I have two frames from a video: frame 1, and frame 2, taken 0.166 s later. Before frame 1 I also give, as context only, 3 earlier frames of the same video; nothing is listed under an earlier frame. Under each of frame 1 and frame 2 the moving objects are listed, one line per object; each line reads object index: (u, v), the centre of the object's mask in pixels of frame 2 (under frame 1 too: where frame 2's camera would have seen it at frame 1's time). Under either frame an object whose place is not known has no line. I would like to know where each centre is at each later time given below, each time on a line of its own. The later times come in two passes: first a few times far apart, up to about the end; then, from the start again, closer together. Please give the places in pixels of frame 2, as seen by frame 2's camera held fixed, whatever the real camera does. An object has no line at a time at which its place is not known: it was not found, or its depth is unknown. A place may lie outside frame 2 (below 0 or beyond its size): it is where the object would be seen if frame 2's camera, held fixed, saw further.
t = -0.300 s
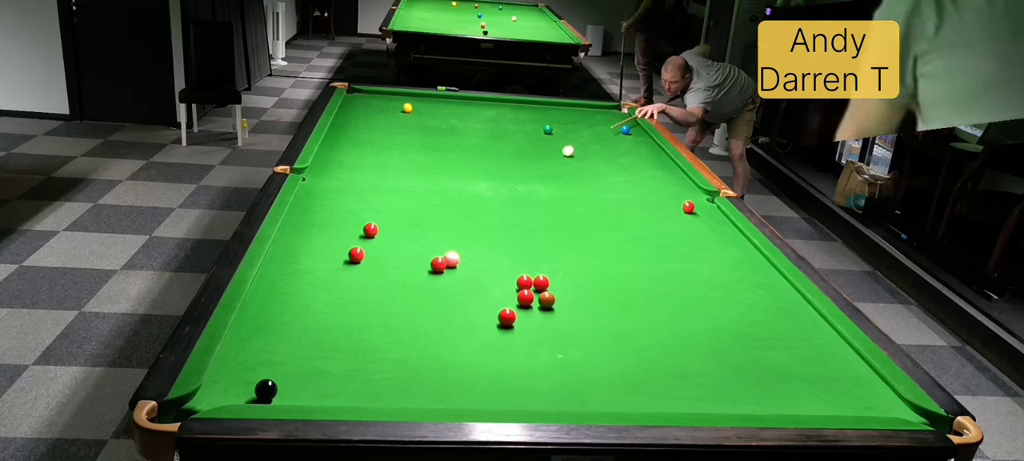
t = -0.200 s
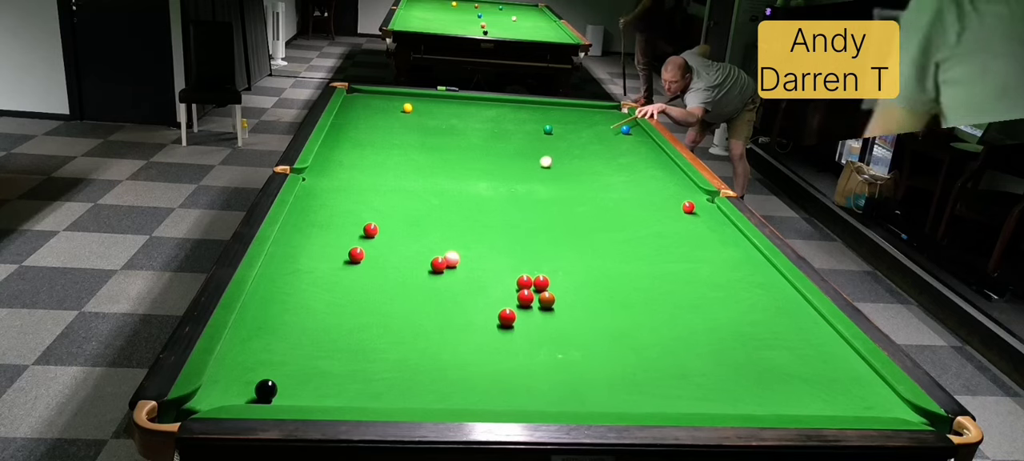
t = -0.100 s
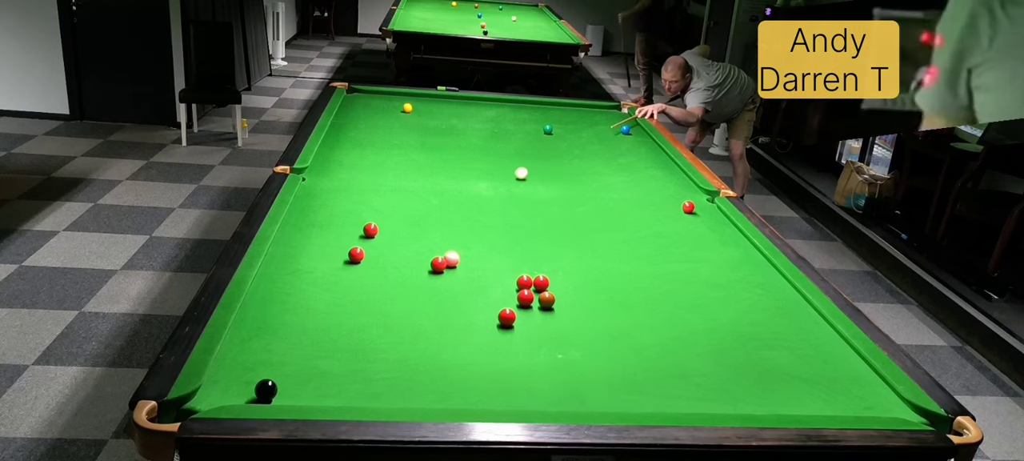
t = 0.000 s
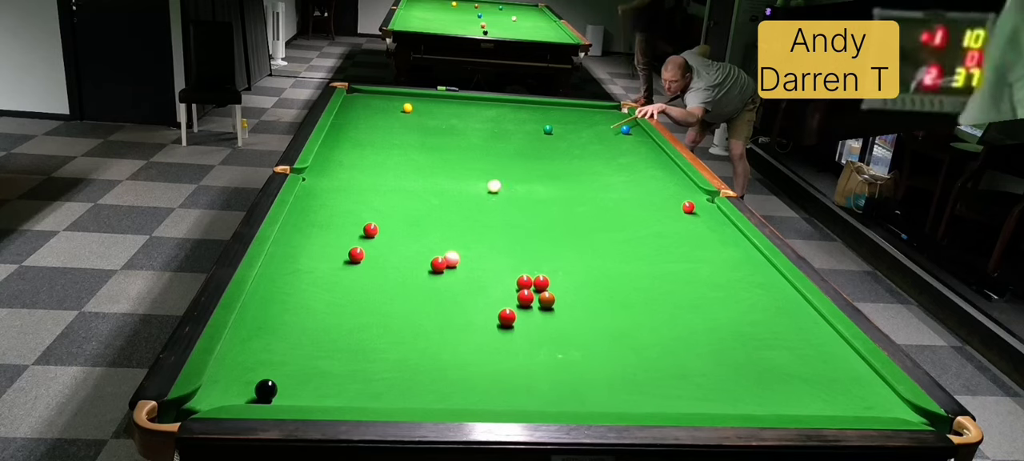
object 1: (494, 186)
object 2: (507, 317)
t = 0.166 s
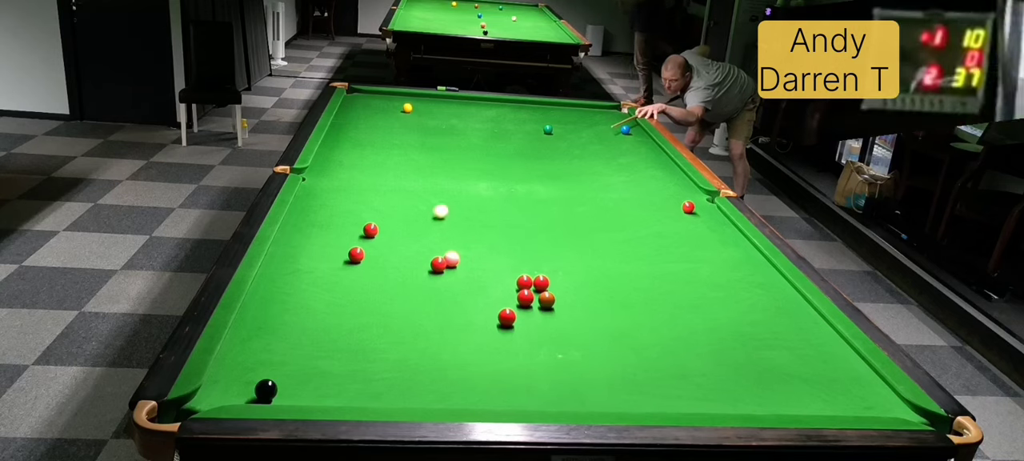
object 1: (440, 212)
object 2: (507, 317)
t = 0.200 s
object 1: (428, 218)
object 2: (507, 317)
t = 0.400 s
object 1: (353, 248)
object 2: (507, 317)
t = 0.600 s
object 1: (305, 249)
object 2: (507, 317)
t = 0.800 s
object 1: (293, 257)
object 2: (507, 317)
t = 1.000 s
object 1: (323, 265)
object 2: (507, 317)
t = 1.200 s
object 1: (353, 273)
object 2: (507, 317)
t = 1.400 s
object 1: (383, 280)
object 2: (507, 317)
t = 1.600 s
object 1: (413, 288)
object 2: (507, 317)
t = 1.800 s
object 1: (442, 296)
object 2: (507, 317)
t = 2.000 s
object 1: (471, 303)
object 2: (507, 317)
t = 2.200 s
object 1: (497, 308)
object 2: (507, 317)
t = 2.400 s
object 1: (516, 308)
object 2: (516, 323)
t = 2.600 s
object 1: (532, 308)
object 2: (524, 330)
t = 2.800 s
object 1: (547, 308)
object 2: (531, 336)
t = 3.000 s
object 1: (561, 308)
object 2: (538, 341)
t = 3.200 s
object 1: (573, 308)
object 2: (544, 345)
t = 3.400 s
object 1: (584, 309)
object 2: (549, 349)
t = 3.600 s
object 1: (593, 309)
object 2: (553, 353)
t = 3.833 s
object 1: (602, 309)
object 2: (557, 355)
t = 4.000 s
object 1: (609, 309)
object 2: (559, 357)
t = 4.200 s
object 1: (615, 309)
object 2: (562, 358)
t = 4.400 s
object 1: (621, 309)
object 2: (563, 360)
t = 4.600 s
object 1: (625, 309)
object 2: (564, 360)
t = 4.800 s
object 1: (628, 309)
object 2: (564, 360)
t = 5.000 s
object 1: (630, 309)
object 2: (564, 360)
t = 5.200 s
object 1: (631, 309)
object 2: (563, 360)
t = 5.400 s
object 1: (632, 309)
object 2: (564, 360)
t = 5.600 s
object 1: (632, 309)
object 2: (564, 360)
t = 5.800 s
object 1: (632, 309)
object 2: (564, 360)
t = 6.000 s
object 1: (632, 309)
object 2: (564, 360)
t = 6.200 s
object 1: (632, 309)
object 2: (564, 360)
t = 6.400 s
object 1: (632, 309)
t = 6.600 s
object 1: (632, 309)
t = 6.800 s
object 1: (632, 309)
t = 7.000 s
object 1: (632, 309)
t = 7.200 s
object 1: (632, 309)
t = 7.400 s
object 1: (632, 309)
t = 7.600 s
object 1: (632, 309)
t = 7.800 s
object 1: (632, 308)
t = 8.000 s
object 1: (632, 308)
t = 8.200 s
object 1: (632, 308)
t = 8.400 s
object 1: (632, 308)
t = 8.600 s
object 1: (632, 308)
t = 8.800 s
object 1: (632, 308)
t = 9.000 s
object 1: (632, 308)
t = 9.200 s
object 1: (632, 308)
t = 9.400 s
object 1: (632, 309)
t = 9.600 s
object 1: (632, 308)
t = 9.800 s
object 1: (632, 308)
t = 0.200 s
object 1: (428, 218)
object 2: (507, 317)
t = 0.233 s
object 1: (416, 224)
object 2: (507, 317)
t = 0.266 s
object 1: (402, 230)
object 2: (507, 317)
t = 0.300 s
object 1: (388, 237)
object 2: (507, 317)
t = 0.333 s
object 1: (374, 243)
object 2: (507, 317)
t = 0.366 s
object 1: (361, 247)
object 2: (507, 317)
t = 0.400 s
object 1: (353, 248)
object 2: (507, 317)
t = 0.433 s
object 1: (346, 248)
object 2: (507, 317)
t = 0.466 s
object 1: (338, 248)
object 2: (507, 317)
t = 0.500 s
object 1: (330, 247)
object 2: (507, 317)
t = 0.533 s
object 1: (322, 248)
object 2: (507, 317)
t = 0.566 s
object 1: (314, 248)
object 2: (507, 317)
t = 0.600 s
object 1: (305, 249)
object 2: (507, 317)
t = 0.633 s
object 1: (296, 250)
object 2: (507, 317)
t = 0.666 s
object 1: (287, 252)
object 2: (507, 317)
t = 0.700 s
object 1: (277, 253)
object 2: (507, 317)
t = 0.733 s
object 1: (281, 254)
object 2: (507, 317)
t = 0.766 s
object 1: (287, 256)
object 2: (507, 317)
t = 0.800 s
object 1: (293, 257)
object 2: (507, 317)
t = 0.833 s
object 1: (298, 258)
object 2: (507, 317)
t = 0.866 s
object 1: (303, 259)
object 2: (507, 317)
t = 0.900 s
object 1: (308, 260)
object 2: (507, 317)
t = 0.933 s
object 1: (313, 262)
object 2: (507, 317)
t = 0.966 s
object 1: (318, 263)
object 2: (507, 317)
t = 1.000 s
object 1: (323, 265)
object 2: (507, 317)
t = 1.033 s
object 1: (328, 266)
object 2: (507, 317)
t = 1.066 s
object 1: (333, 267)
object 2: (507, 317)
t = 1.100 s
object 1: (338, 269)
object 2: (507, 317)
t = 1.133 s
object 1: (343, 270)
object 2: (507, 317)
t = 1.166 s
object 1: (348, 271)
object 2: (507, 317)
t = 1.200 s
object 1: (353, 273)
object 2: (507, 317)
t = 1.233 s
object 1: (358, 274)
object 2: (507, 317)
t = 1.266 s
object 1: (363, 275)
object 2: (507, 317)
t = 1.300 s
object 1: (368, 276)
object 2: (507, 317)
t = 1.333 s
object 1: (373, 278)
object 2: (507, 317)
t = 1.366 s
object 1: (378, 279)
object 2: (507, 317)
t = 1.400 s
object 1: (383, 280)
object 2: (507, 317)
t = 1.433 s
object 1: (388, 281)
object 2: (507, 317)
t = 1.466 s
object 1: (393, 283)
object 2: (507, 317)
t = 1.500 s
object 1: (398, 284)
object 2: (507, 317)
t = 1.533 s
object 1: (403, 285)
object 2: (507, 317)
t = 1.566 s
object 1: (408, 286)
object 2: (507, 317)
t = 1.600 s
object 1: (413, 288)
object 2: (507, 317)
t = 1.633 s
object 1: (417, 289)
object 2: (507, 317)
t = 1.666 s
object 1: (422, 290)
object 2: (507, 317)
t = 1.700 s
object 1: (427, 292)
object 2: (507, 317)
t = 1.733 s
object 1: (432, 293)
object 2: (507, 317)
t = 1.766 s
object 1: (437, 294)
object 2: (507, 317)
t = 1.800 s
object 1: (442, 296)
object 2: (507, 317)
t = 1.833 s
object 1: (447, 297)
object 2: (507, 317)
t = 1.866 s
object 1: (452, 298)
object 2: (507, 317)
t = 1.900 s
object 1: (457, 299)
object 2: (507, 317)
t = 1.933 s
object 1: (461, 300)
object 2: (507, 317)
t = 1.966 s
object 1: (466, 302)
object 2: (507, 317)
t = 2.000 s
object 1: (471, 303)
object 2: (507, 317)
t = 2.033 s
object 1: (476, 304)
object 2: (507, 317)
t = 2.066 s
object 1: (480, 305)
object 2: (507, 317)
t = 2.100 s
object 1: (485, 307)
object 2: (507, 317)
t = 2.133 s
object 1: (490, 308)
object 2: (507, 317)
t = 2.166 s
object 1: (494, 308)
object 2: (507, 317)
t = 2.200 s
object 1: (497, 308)
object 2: (507, 317)
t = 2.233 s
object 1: (500, 308)
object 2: (509, 318)
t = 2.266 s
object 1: (503, 308)
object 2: (511, 320)
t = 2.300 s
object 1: (507, 308)
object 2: (512, 321)
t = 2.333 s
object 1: (509, 308)
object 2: (514, 322)
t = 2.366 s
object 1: (512, 307)
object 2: (515, 322)
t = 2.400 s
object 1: (516, 308)
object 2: (516, 323)
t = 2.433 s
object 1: (519, 308)
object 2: (518, 325)
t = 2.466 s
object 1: (521, 308)
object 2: (519, 326)
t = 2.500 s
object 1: (524, 308)
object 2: (521, 327)
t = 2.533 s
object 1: (527, 308)
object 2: (522, 328)
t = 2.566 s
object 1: (529, 308)
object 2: (523, 329)
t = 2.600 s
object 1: (532, 308)
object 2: (524, 330)
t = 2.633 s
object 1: (535, 308)
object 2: (526, 331)
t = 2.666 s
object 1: (537, 308)
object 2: (527, 332)
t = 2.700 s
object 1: (540, 308)
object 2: (528, 333)
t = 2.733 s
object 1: (542, 307)
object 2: (529, 334)
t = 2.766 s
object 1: (545, 308)
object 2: (530, 335)
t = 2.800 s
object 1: (547, 308)
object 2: (531, 336)
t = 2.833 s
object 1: (549, 308)
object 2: (533, 336)
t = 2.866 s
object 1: (552, 308)
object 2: (534, 337)
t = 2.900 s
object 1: (554, 308)
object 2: (535, 338)
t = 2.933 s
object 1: (556, 308)
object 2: (536, 339)
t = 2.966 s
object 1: (558, 308)
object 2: (537, 340)
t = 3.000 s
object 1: (561, 308)
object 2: (538, 341)
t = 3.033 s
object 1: (562, 308)
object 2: (539, 341)
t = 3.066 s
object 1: (565, 308)
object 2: (540, 342)
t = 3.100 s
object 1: (567, 308)
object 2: (541, 343)
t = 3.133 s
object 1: (569, 308)
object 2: (542, 344)
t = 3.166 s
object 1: (571, 308)
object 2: (543, 344)
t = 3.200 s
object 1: (573, 308)
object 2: (544, 345)
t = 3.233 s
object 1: (574, 309)
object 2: (545, 346)
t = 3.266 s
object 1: (576, 309)
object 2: (546, 347)
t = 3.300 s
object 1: (578, 309)
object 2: (547, 347)
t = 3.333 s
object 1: (580, 309)
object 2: (548, 348)
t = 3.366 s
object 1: (582, 309)
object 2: (549, 348)
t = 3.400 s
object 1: (584, 309)
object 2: (549, 349)
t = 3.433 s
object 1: (585, 309)
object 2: (550, 349)
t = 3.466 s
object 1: (587, 309)
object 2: (551, 350)
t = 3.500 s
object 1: (589, 309)
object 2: (552, 351)
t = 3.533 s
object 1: (591, 309)
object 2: (552, 352)
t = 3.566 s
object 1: (592, 309)
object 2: (553, 352)
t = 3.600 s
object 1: (593, 309)
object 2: (553, 353)
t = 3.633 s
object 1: (595, 309)
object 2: (554, 353)
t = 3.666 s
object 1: (597, 309)
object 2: (555, 354)
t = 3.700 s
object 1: (598, 309)
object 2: (555, 354)
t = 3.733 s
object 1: (600, 309)
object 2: (556, 355)
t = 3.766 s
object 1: (601, 309)
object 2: (556, 355)
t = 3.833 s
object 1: (602, 309)
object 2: (557, 355)
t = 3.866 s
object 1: (604, 309)
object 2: (557, 356)
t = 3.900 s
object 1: (605, 309)
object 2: (558, 356)
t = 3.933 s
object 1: (606, 309)
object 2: (558, 356)
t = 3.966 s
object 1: (608, 309)
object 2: (559, 357)
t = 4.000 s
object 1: (609, 309)
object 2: (559, 357)
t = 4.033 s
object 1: (610, 309)
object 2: (560, 357)
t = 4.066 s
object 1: (611, 309)
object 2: (560, 358)
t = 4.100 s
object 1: (612, 309)
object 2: (560, 358)
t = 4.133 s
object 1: (613, 309)
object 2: (561, 358)
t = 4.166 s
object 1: (614, 309)
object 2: (561, 358)
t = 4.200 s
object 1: (615, 309)
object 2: (562, 358)
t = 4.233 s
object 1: (616, 309)
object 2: (562, 359)
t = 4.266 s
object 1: (617, 309)
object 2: (562, 359)
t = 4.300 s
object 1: (618, 309)
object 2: (562, 359)
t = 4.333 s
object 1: (619, 309)
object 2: (563, 359)
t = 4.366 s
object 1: (620, 309)
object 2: (563, 359)
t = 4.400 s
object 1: (621, 309)
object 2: (563, 360)
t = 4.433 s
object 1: (621, 309)
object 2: (563, 360)
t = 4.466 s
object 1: (622, 309)
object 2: (563, 360)
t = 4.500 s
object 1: (623, 309)
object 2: (563, 360)
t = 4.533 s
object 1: (624, 309)
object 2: (563, 360)
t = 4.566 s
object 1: (624, 309)
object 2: (564, 360)
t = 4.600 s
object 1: (625, 309)
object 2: (564, 360)
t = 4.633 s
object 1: (625, 309)
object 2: (564, 360)
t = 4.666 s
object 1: (626, 309)
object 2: (564, 360)
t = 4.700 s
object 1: (627, 309)
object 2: (564, 360)
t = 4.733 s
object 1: (627, 309)
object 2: (564, 360)
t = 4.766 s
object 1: (628, 309)
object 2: (564, 360)
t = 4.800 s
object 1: (628, 309)
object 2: (564, 360)
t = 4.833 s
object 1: (628, 309)
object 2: (564, 360)
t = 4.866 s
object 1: (629, 309)
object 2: (564, 360)
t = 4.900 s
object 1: (629, 309)
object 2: (564, 360)
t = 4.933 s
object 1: (629, 309)
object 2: (564, 360)
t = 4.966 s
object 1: (630, 309)
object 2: (564, 360)
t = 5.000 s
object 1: (630, 309)
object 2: (564, 360)
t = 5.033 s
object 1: (630, 309)
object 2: (563, 360)
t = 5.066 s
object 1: (631, 309)
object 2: (564, 360)
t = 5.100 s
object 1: (631, 309)
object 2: (564, 360)
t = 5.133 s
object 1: (631, 309)
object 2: (563, 360)
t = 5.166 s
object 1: (631, 309)
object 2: (563, 360)
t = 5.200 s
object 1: (631, 309)
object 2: (563, 360)
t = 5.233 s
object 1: (632, 309)
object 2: (564, 360)
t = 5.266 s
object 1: (631, 309)
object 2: (563, 360)
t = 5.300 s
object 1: (632, 309)
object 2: (563, 360)
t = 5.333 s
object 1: (632, 309)
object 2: (563, 360)
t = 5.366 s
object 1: (632, 309)
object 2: (564, 360)
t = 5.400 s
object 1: (632, 309)
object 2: (564, 360)
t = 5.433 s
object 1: (632, 309)
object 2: (563, 360)
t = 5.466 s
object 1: (632, 309)
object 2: (564, 360)
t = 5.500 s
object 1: (632, 309)
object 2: (564, 360)
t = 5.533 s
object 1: (632, 309)
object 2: (564, 360)
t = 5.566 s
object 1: (632, 309)
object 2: (564, 360)
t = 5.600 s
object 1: (632, 309)
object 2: (564, 360)
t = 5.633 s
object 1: (632, 309)
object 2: (564, 360)
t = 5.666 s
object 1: (632, 309)
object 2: (564, 360)
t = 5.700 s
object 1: (632, 309)
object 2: (564, 360)
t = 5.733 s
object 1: (632, 309)
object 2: (564, 360)
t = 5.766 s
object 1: (632, 309)
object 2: (564, 360)
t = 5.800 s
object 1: (632, 309)
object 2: (564, 360)
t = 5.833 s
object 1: (632, 309)
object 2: (564, 360)
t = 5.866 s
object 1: (632, 309)
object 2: (564, 360)
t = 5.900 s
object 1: (632, 309)
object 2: (564, 360)
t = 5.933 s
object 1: (632, 309)
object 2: (564, 360)
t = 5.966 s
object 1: (632, 309)
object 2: (564, 360)
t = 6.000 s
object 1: (632, 309)
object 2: (564, 360)
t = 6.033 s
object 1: (632, 309)
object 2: (564, 360)
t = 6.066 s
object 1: (632, 309)
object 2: (564, 360)
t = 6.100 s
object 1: (632, 309)
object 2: (564, 360)
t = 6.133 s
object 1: (632, 309)
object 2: (564, 360)
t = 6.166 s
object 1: (632, 309)
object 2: (564, 360)
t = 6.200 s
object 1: (632, 309)
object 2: (564, 360)
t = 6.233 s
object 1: (632, 309)
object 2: (564, 360)
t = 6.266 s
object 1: (632, 309)
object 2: (564, 360)
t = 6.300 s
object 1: (632, 309)
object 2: (564, 360)
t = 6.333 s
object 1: (632, 309)
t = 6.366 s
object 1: (632, 309)
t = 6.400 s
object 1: (632, 309)
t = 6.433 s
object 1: (632, 309)
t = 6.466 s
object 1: (632, 309)
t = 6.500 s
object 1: (632, 309)
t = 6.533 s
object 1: (632, 309)
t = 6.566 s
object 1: (632, 309)
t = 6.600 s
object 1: (632, 309)
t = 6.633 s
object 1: (632, 309)
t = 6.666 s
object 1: (632, 309)
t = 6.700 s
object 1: (632, 309)
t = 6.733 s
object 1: (632, 309)
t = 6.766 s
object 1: (632, 309)
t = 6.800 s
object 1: (632, 309)
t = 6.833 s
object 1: (632, 309)
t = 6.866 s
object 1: (632, 309)
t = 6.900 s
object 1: (632, 309)
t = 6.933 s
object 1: (632, 309)
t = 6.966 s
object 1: (632, 309)
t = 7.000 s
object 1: (632, 309)
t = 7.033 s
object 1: (632, 309)
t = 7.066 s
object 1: (632, 309)
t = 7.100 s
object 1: (632, 309)
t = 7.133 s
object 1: (632, 309)
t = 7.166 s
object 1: (632, 309)
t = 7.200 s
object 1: (632, 309)
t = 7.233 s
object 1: (632, 309)
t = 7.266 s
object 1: (632, 309)
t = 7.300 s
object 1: (632, 309)
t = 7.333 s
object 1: (632, 309)
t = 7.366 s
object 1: (632, 309)
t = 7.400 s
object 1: (632, 309)
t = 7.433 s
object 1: (632, 309)
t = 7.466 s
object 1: (632, 309)
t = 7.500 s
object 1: (632, 309)
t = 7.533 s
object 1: (632, 309)
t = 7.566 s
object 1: (632, 309)
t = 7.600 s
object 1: (632, 309)
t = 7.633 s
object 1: (632, 309)
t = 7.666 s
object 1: (632, 309)
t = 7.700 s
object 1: (632, 309)
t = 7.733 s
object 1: (632, 308)
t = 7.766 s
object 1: (632, 308)
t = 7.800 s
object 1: (632, 308)
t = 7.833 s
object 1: (632, 308)
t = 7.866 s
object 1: (632, 308)
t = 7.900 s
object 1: (632, 308)
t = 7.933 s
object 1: (632, 308)
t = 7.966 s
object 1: (632, 308)
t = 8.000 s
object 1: (632, 308)
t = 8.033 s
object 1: (632, 308)
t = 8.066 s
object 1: (632, 308)
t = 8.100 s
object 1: (632, 308)
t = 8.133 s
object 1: (632, 308)
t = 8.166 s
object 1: (632, 308)
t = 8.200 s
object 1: (632, 308)
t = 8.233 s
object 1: (632, 308)
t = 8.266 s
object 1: (632, 308)
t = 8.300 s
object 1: (632, 308)
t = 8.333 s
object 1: (632, 308)
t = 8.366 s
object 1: (632, 308)
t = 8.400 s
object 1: (632, 308)
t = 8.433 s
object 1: (632, 308)
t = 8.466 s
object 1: (632, 308)
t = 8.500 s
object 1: (632, 308)
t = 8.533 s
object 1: (632, 308)
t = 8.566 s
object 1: (632, 308)
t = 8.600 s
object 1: (632, 308)
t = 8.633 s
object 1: (632, 308)
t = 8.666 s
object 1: (632, 308)
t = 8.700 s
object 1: (632, 308)
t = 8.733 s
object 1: (632, 308)
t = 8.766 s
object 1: (632, 308)
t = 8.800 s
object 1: (632, 308)
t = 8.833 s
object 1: (632, 308)
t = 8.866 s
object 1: (632, 308)
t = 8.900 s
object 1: (632, 308)
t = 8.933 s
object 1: (632, 308)
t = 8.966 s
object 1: (632, 308)
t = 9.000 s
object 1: (632, 308)
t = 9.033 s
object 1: (632, 308)
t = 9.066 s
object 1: (632, 308)
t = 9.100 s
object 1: (632, 308)
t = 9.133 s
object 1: (632, 308)
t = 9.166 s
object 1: (632, 308)
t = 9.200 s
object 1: (632, 308)
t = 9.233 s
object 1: (632, 308)
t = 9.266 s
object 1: (632, 308)
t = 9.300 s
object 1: (632, 308)
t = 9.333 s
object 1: (632, 308)
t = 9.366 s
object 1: (632, 308)
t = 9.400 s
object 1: (632, 309)
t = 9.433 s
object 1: (632, 308)
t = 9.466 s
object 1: (632, 308)
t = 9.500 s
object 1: (632, 308)
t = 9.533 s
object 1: (632, 308)
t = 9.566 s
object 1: (632, 308)
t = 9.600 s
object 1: (632, 308)
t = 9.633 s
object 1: (632, 308)
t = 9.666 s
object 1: (632, 308)
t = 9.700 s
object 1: (632, 308)
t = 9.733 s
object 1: (632, 308)
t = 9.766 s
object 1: (632, 308)
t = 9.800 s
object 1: (632, 308)
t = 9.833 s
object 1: (632, 308)
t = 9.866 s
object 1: (632, 308)
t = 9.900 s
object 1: (632, 308)
